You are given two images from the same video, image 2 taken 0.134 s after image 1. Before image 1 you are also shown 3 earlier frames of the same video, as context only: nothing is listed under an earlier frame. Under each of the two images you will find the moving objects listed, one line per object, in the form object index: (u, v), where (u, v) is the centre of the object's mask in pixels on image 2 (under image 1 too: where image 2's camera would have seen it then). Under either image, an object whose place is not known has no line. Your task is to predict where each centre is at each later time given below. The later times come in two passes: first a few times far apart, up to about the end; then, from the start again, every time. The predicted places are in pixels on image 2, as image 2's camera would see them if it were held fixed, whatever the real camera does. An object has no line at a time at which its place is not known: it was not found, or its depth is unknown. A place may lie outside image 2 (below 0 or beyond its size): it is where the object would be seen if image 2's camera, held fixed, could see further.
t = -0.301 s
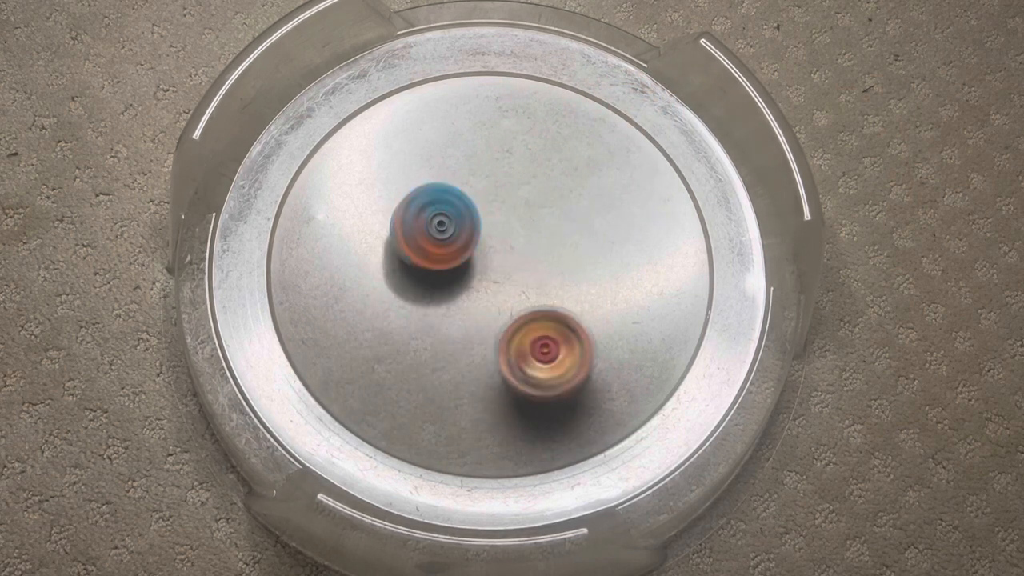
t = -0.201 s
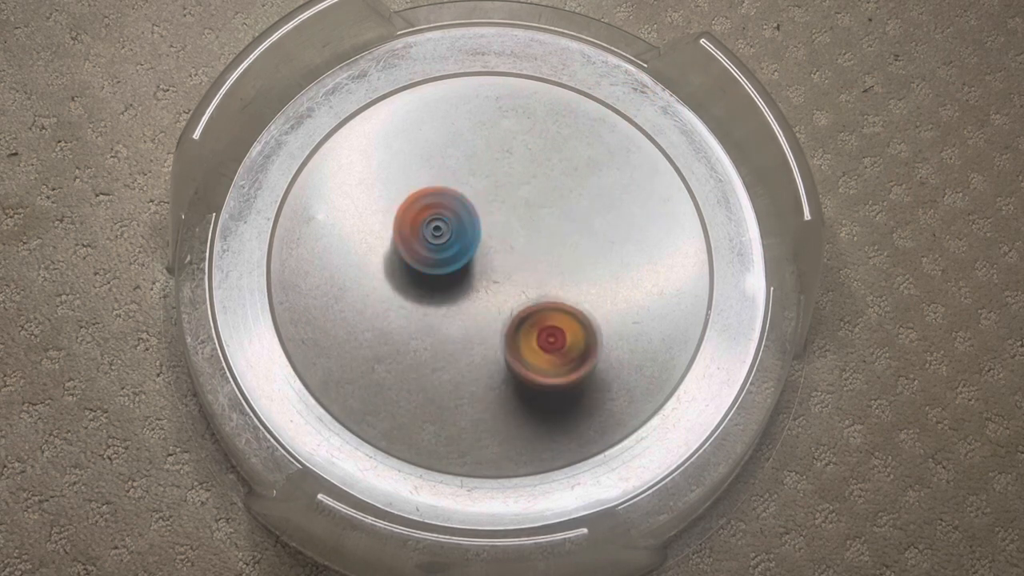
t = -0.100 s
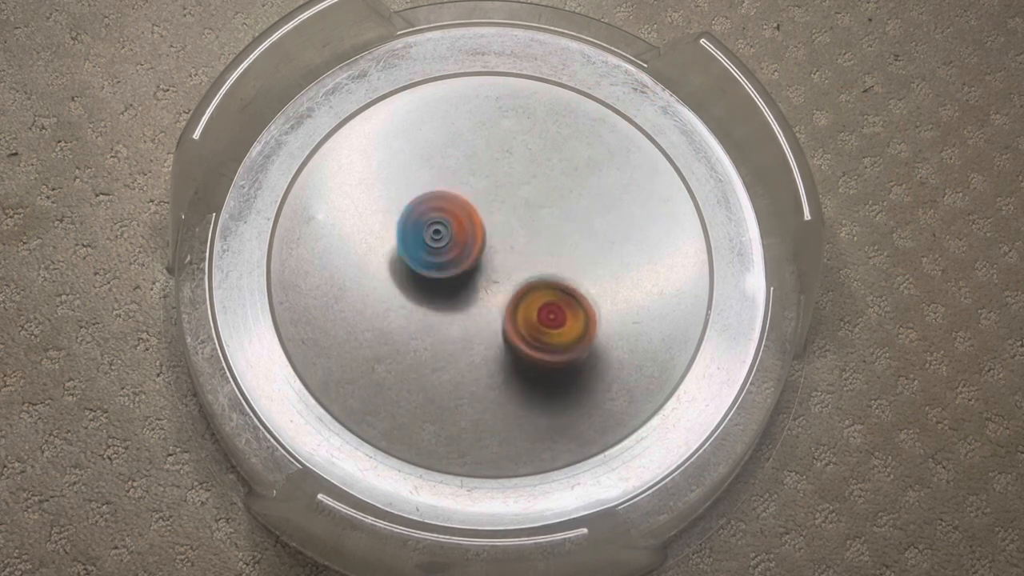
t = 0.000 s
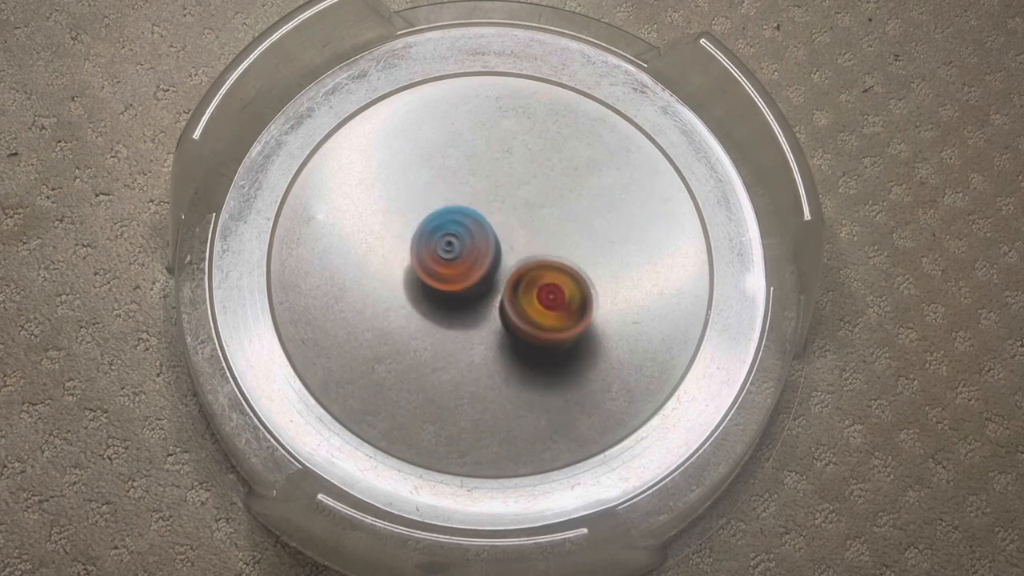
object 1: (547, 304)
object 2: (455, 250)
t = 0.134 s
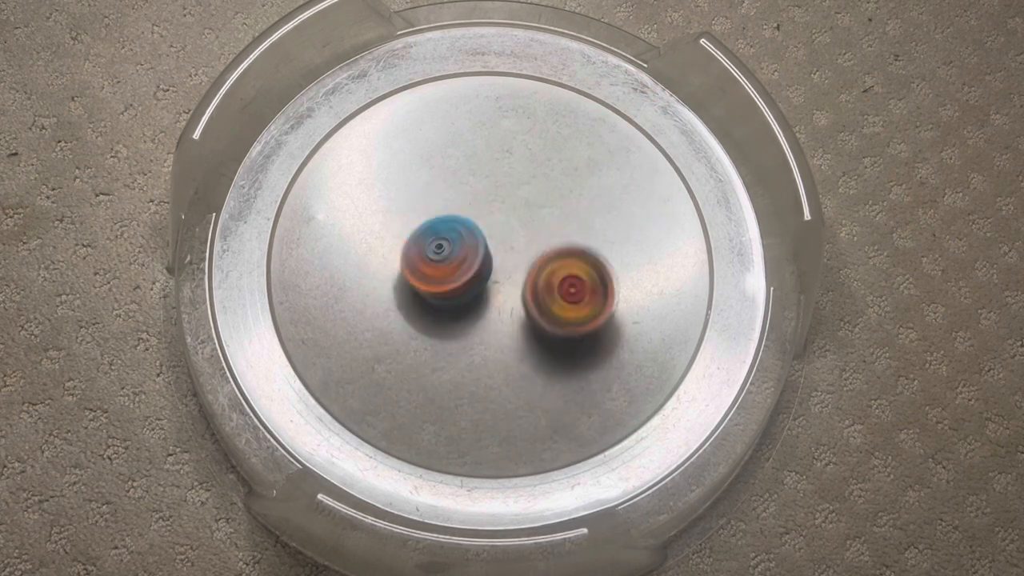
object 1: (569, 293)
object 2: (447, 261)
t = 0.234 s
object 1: (579, 274)
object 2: (445, 266)
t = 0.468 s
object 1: (596, 231)
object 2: (445, 271)
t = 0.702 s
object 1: (560, 198)
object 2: (449, 273)
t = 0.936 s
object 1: (513, 189)
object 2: (457, 278)
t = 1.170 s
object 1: (468, 177)
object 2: (467, 289)
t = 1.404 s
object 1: (426, 193)
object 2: (471, 291)
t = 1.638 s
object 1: (426, 220)
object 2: (479, 302)
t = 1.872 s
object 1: (444, 222)
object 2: (484, 306)
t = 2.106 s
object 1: (489, 210)
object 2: (477, 328)
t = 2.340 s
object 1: (505, 221)
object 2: (452, 295)
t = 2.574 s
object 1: (543, 237)
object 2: (378, 243)
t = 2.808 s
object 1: (525, 244)
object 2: (429, 209)
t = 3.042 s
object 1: (540, 235)
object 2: (446, 242)
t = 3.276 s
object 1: (545, 247)
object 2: (449, 265)
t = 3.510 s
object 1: (621, 291)
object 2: (306, 188)
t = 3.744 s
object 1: (548, 271)
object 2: (338, 197)
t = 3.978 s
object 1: (433, 323)
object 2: (464, 164)
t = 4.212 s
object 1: (397, 351)
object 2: (500, 188)
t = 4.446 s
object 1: (438, 296)
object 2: (492, 224)
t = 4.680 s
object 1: (443, 286)
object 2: (517, 236)
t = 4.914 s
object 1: (443, 285)
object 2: (511, 234)
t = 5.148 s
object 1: (443, 284)
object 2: (503, 225)
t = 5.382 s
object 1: (443, 283)
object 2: (512, 234)
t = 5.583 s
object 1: (443, 284)
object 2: (513, 235)
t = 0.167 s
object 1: (571, 288)
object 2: (446, 264)
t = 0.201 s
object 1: (575, 280)
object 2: (445, 265)
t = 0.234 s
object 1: (579, 274)
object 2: (445, 266)
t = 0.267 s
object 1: (582, 268)
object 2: (445, 267)
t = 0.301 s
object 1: (586, 263)
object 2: (444, 268)
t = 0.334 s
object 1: (589, 257)
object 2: (444, 268)
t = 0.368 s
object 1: (592, 250)
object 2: (444, 269)
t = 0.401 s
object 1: (594, 244)
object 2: (444, 270)
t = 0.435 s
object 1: (595, 237)
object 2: (444, 270)
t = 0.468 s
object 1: (596, 231)
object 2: (445, 271)
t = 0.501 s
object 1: (595, 223)
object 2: (445, 271)
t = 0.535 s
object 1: (592, 217)
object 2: (445, 272)
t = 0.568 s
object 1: (587, 212)
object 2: (445, 272)
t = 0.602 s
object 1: (581, 207)
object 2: (446, 272)
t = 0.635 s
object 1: (574, 203)
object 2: (447, 272)
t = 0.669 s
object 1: (567, 200)
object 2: (448, 272)
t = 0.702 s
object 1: (560, 198)
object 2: (449, 273)
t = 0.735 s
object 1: (554, 196)
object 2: (450, 273)
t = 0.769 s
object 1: (547, 196)
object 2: (451, 274)
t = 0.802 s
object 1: (540, 194)
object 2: (452, 274)
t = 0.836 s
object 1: (534, 192)
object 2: (453, 275)
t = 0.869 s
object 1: (527, 190)
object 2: (453, 276)
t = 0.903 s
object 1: (519, 190)
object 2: (455, 277)
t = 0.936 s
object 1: (513, 189)
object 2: (457, 278)
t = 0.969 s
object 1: (506, 187)
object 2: (459, 280)
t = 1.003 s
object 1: (500, 185)
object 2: (461, 282)
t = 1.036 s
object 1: (493, 184)
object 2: (463, 285)
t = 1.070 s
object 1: (487, 182)
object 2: (465, 286)
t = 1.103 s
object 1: (481, 181)
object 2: (465, 288)
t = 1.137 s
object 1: (474, 179)
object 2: (466, 288)
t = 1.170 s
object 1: (468, 177)
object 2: (467, 289)
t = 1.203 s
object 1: (461, 177)
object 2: (467, 289)
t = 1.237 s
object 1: (453, 176)
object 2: (468, 290)
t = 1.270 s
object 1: (447, 178)
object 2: (468, 291)
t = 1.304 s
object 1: (441, 179)
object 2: (469, 291)
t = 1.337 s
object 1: (434, 182)
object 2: (470, 291)
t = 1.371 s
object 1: (429, 187)
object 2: (470, 291)
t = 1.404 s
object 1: (426, 193)
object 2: (471, 291)
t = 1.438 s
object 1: (424, 199)
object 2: (471, 291)
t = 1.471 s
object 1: (422, 208)
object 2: (472, 291)
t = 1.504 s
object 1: (422, 213)
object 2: (473, 291)
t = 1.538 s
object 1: (423, 217)
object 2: (474, 292)
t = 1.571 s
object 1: (424, 218)
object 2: (477, 296)
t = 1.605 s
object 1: (426, 219)
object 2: (479, 301)
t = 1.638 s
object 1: (426, 220)
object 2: (479, 302)
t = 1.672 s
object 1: (426, 223)
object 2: (477, 302)
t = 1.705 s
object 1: (427, 224)
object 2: (478, 300)
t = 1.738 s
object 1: (430, 222)
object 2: (481, 304)
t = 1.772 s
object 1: (433, 224)
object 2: (482, 307)
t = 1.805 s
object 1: (436, 223)
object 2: (481, 308)
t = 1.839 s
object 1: (440, 222)
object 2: (482, 308)
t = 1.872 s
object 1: (444, 222)
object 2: (484, 306)
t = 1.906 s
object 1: (450, 223)
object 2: (486, 306)
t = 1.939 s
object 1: (456, 224)
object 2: (487, 309)
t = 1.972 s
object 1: (464, 223)
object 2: (486, 312)
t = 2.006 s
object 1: (470, 223)
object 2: (485, 312)
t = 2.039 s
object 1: (477, 214)
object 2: (484, 321)
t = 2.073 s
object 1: (484, 209)
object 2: (481, 326)
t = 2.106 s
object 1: (489, 210)
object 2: (477, 328)
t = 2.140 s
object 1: (492, 211)
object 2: (472, 329)
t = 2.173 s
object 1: (493, 211)
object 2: (468, 326)
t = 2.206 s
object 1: (496, 210)
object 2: (464, 322)
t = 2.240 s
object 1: (500, 212)
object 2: (460, 317)
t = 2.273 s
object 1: (502, 215)
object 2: (457, 312)
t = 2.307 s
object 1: (504, 218)
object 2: (454, 303)
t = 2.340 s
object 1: (505, 221)
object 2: (452, 295)
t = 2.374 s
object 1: (511, 224)
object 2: (444, 290)
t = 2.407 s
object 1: (514, 230)
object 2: (437, 281)
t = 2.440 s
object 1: (519, 237)
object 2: (427, 274)
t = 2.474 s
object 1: (531, 235)
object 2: (404, 268)
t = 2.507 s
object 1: (540, 234)
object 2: (391, 258)
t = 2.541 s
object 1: (544, 235)
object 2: (381, 251)
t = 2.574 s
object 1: (543, 237)
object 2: (378, 243)
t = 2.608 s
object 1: (538, 240)
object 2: (380, 235)
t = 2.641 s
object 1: (532, 240)
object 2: (385, 229)
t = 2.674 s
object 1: (527, 240)
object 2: (392, 225)
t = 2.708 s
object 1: (523, 242)
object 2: (403, 221)
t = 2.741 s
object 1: (520, 241)
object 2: (414, 218)
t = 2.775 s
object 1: (518, 240)
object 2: (428, 217)
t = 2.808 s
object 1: (525, 244)
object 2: (429, 209)
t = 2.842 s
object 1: (535, 246)
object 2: (431, 208)
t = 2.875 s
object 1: (534, 247)
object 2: (432, 212)
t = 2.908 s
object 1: (532, 245)
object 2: (437, 217)
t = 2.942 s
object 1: (532, 240)
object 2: (441, 222)
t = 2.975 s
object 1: (535, 237)
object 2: (443, 229)
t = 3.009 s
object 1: (538, 236)
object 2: (445, 236)
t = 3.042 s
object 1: (540, 235)
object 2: (446, 242)
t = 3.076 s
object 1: (539, 235)
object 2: (446, 251)
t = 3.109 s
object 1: (541, 233)
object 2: (446, 256)
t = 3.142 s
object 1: (544, 234)
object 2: (446, 261)
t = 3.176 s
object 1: (547, 236)
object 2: (446, 265)
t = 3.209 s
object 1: (547, 242)
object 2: (446, 265)
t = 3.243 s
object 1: (547, 244)
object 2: (447, 265)
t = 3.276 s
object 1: (545, 247)
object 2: (449, 265)
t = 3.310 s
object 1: (544, 248)
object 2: (451, 263)
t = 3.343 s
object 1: (551, 253)
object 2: (446, 262)
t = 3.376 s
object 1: (577, 263)
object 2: (412, 244)
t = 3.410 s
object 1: (602, 271)
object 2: (379, 231)
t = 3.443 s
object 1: (616, 279)
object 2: (348, 214)
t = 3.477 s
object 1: (623, 286)
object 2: (323, 199)
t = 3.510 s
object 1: (621, 291)
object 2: (306, 188)
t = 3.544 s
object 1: (615, 290)
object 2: (299, 185)
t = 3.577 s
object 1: (608, 286)
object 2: (295, 181)
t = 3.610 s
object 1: (602, 283)
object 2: (295, 181)
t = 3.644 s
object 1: (592, 277)
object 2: (299, 181)
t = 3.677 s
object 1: (580, 275)
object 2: (309, 184)
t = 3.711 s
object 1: (565, 273)
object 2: (323, 191)
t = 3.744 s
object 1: (548, 271)
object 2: (338, 197)
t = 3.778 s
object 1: (529, 271)
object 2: (356, 203)
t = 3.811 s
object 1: (509, 273)
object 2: (375, 209)
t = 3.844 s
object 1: (489, 271)
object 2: (396, 213)
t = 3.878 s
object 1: (471, 278)
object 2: (417, 214)
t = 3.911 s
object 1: (458, 293)
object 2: (436, 195)
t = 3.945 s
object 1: (448, 314)
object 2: (450, 180)
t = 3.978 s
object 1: (433, 323)
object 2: (464, 164)
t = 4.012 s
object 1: (423, 338)
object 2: (474, 152)
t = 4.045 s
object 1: (411, 346)
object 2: (481, 147)
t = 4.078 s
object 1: (405, 351)
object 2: (486, 151)
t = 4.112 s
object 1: (399, 357)
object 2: (491, 160)
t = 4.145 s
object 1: (393, 360)
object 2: (495, 170)
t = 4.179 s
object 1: (394, 354)
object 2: (498, 178)
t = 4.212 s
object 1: (397, 351)
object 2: (500, 188)
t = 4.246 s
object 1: (402, 346)
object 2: (502, 196)
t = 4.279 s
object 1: (408, 338)
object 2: (502, 203)
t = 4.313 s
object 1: (416, 329)
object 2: (501, 207)
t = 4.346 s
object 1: (424, 322)
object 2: (499, 211)
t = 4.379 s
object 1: (432, 314)
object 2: (496, 215)
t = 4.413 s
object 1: (434, 306)
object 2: (493, 220)
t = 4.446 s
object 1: (438, 296)
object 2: (492, 224)
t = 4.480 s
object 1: (439, 295)
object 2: (498, 224)
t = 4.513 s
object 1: (440, 292)
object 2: (502, 227)
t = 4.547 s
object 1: (442, 288)
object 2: (506, 230)
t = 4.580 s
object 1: (442, 284)
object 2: (510, 233)
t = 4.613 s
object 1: (442, 283)
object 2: (512, 235)
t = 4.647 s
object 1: (443, 285)
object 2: (515, 236)
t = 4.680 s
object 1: (443, 286)
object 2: (517, 236)
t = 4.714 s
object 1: (443, 286)
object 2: (519, 236)
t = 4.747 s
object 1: (443, 285)
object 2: (520, 236)
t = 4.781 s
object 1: (443, 284)
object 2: (519, 236)
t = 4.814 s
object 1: (444, 283)
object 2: (518, 236)
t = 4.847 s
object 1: (444, 283)
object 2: (515, 236)
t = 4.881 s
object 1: (443, 284)
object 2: (513, 235)
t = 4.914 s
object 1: (443, 285)
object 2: (511, 234)
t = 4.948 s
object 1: (443, 286)
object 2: (509, 233)
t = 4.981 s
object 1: (443, 286)
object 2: (507, 231)
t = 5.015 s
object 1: (443, 285)
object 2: (505, 228)
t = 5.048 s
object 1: (443, 284)
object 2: (504, 227)
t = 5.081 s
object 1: (443, 283)
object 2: (503, 225)
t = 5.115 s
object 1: (443, 283)
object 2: (502, 225)
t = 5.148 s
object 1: (443, 284)
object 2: (503, 225)
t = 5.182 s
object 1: (443, 283)
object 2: (503, 226)
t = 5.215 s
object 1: (443, 283)
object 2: (504, 227)
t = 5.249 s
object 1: (443, 283)
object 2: (505, 228)
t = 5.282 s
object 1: (443, 284)
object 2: (507, 230)
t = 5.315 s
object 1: (443, 283)
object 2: (508, 231)
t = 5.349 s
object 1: (443, 283)
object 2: (510, 233)
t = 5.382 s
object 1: (443, 283)
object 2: (512, 234)
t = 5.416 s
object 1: (443, 283)
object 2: (513, 235)
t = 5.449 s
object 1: (443, 283)
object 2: (515, 235)
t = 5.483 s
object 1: (443, 284)
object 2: (515, 236)
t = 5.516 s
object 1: (443, 284)
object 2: (515, 236)
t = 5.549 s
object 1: (443, 284)
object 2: (514, 235)
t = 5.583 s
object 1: (443, 284)
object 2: (513, 235)
